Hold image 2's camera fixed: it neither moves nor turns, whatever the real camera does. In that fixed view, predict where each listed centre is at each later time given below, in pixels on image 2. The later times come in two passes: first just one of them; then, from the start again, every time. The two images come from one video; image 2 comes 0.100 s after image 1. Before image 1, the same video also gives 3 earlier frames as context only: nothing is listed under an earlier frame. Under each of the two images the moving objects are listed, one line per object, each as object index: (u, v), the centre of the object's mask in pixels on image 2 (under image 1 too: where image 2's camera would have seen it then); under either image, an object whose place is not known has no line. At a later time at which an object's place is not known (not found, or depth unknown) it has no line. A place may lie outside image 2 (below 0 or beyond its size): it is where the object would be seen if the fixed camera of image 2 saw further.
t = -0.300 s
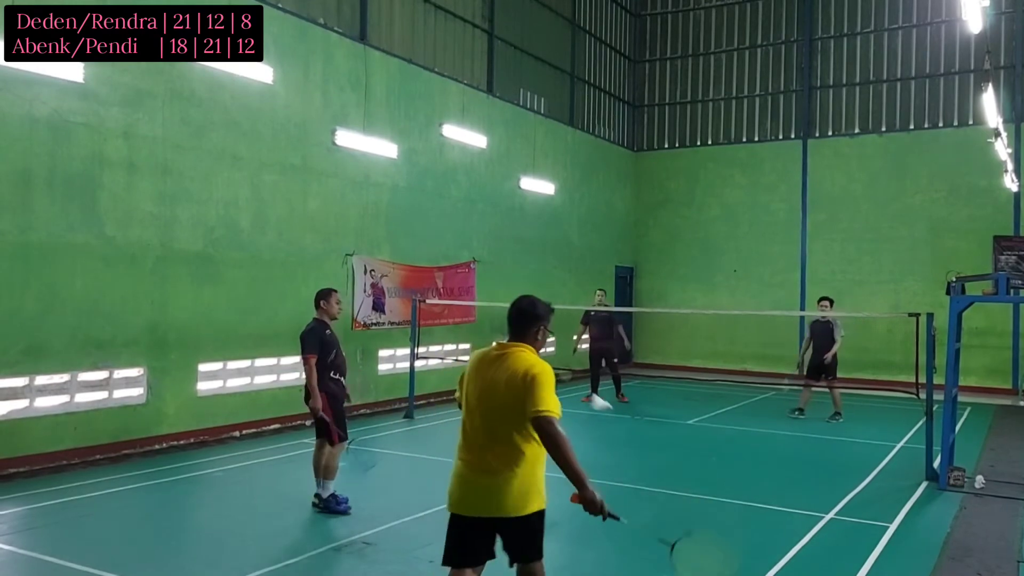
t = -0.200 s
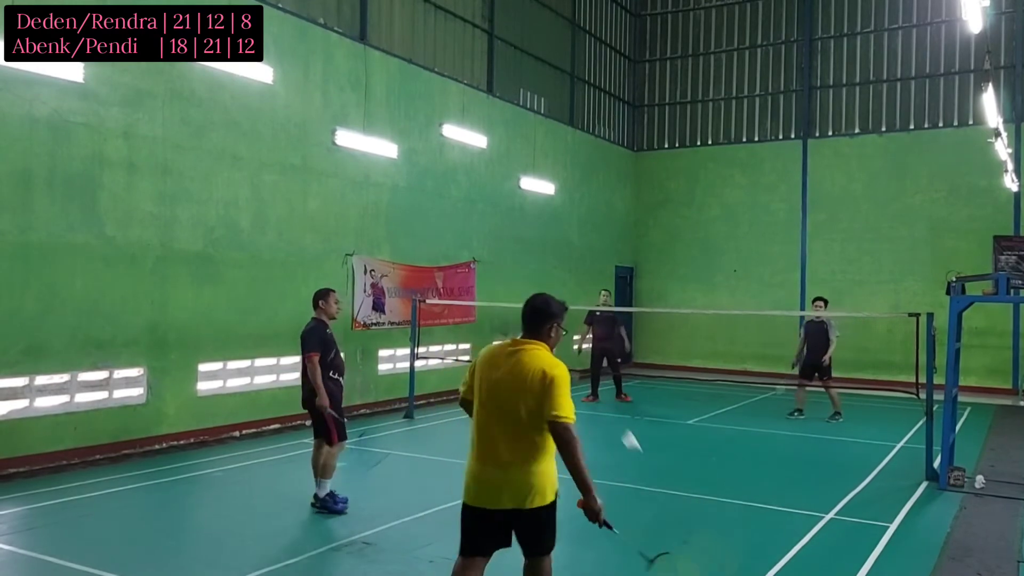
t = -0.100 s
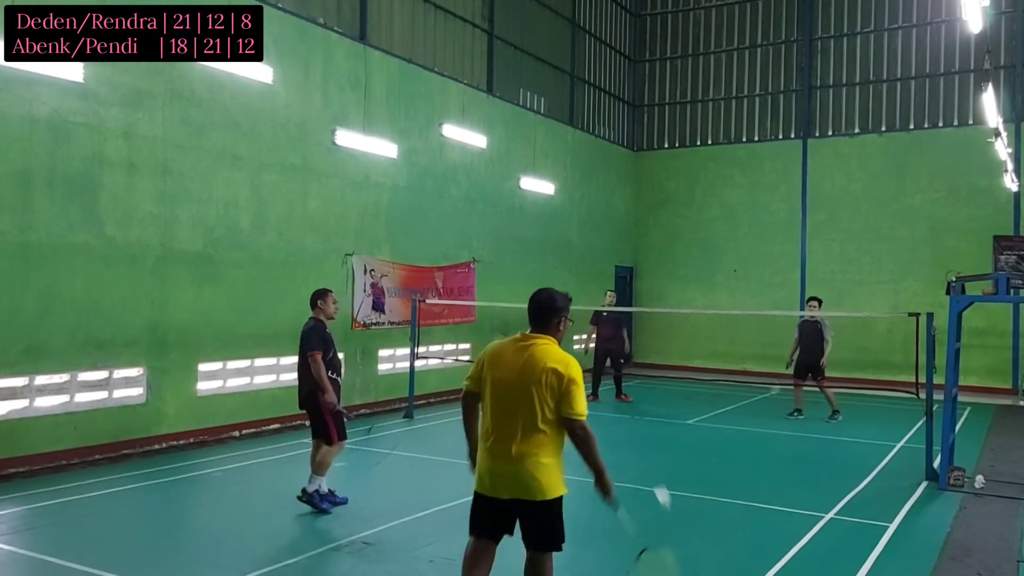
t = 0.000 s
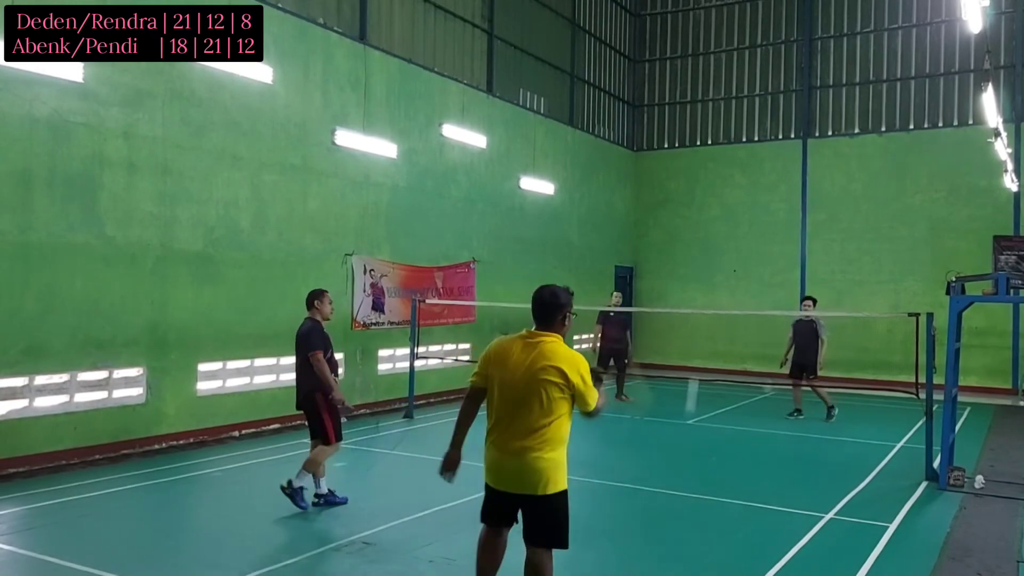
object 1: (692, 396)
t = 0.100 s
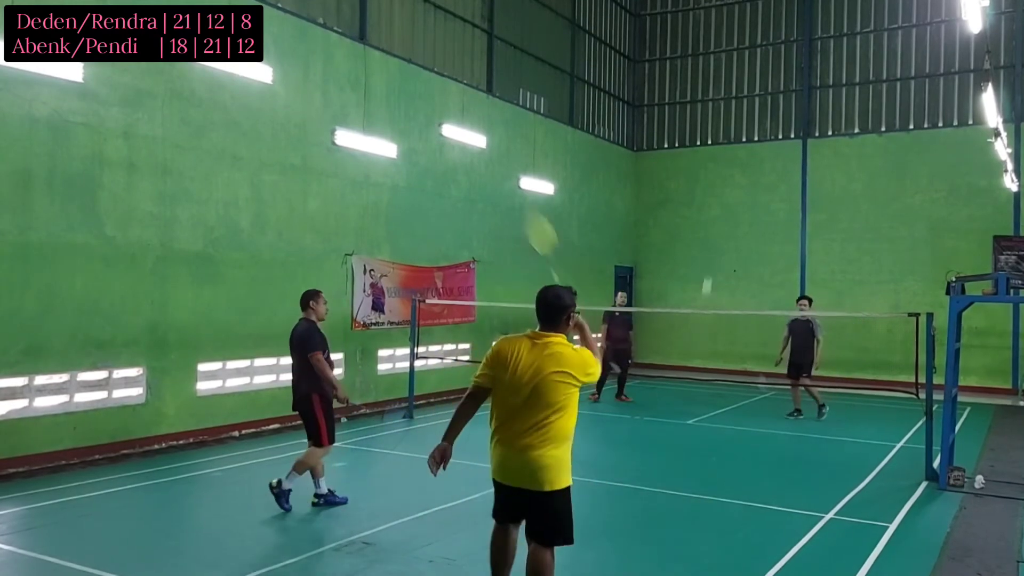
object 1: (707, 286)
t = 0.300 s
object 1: (721, 214)
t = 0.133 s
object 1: (710, 265)
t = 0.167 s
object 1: (712, 250)
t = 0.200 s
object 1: (715, 237)
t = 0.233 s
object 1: (717, 227)
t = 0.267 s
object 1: (719, 220)
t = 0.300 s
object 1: (721, 214)
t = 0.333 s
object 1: (722, 209)
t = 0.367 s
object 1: (725, 206)
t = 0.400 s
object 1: (726, 205)
